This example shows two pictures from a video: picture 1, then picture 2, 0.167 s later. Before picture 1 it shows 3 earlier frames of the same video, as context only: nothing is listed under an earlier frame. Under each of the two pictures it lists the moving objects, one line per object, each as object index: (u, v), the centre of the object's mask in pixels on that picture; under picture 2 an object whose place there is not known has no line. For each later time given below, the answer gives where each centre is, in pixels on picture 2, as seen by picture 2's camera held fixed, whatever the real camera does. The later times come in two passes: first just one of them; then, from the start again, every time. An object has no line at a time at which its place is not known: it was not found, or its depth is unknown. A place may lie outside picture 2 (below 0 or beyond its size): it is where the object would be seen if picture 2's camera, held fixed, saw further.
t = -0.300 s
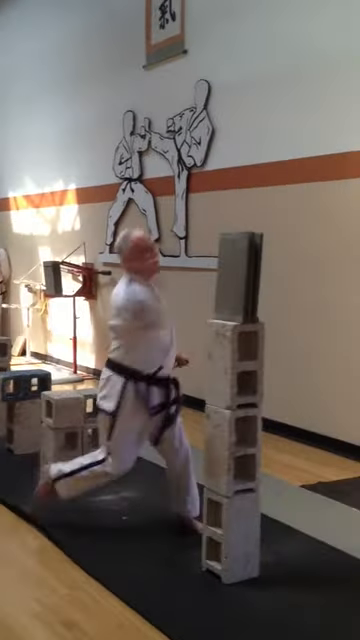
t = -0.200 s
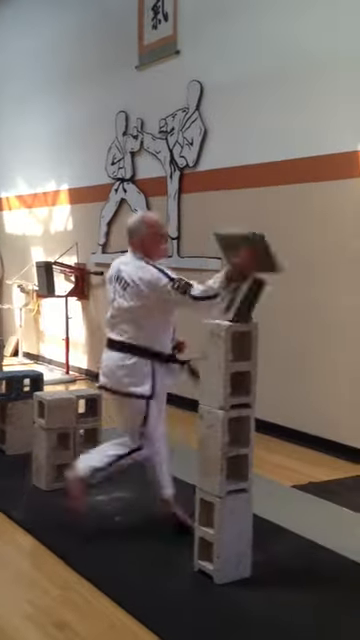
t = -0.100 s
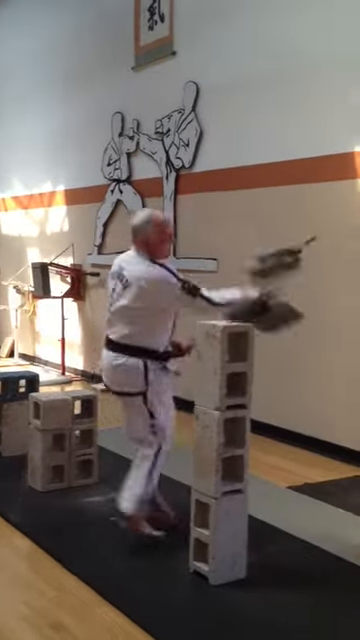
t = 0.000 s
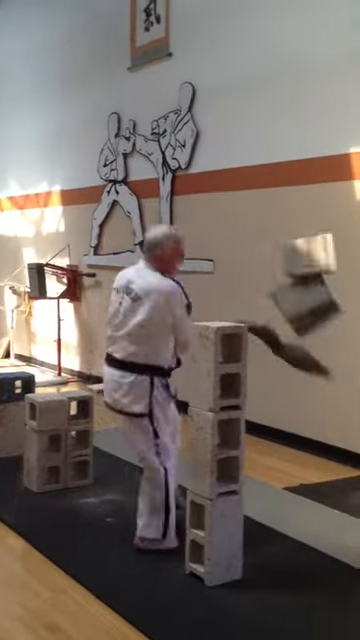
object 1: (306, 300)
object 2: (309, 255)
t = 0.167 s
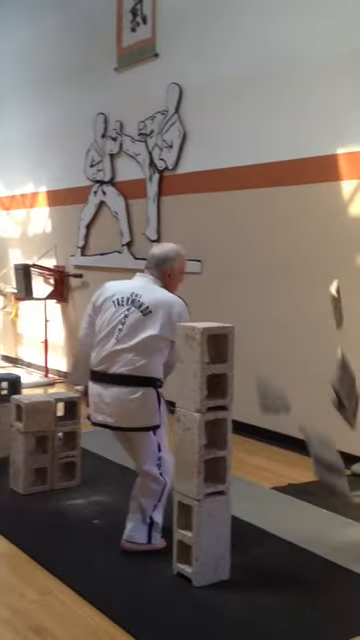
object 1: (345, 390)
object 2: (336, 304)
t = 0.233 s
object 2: (351, 338)
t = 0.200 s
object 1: (355, 415)
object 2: (344, 321)
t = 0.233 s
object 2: (351, 338)
